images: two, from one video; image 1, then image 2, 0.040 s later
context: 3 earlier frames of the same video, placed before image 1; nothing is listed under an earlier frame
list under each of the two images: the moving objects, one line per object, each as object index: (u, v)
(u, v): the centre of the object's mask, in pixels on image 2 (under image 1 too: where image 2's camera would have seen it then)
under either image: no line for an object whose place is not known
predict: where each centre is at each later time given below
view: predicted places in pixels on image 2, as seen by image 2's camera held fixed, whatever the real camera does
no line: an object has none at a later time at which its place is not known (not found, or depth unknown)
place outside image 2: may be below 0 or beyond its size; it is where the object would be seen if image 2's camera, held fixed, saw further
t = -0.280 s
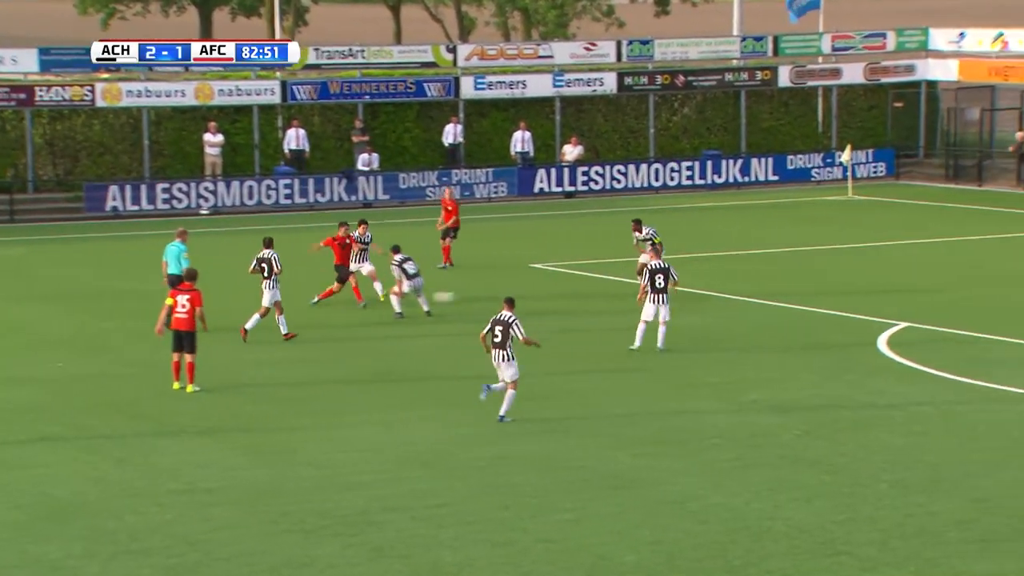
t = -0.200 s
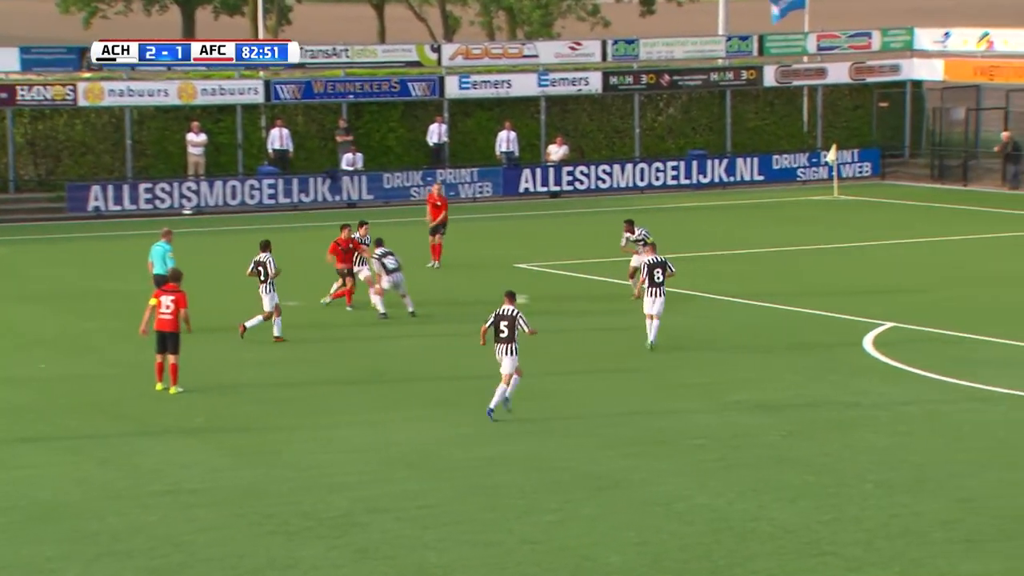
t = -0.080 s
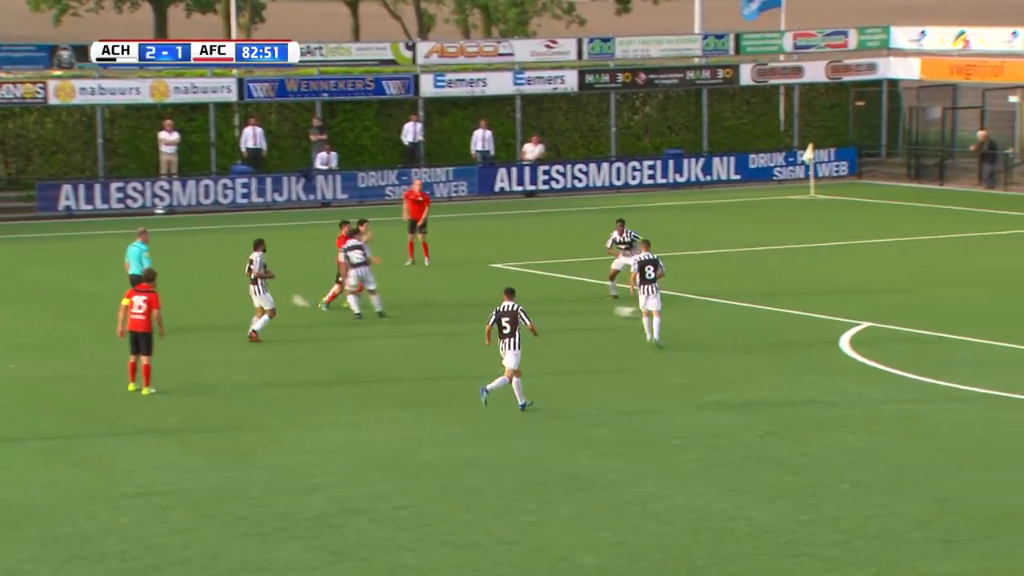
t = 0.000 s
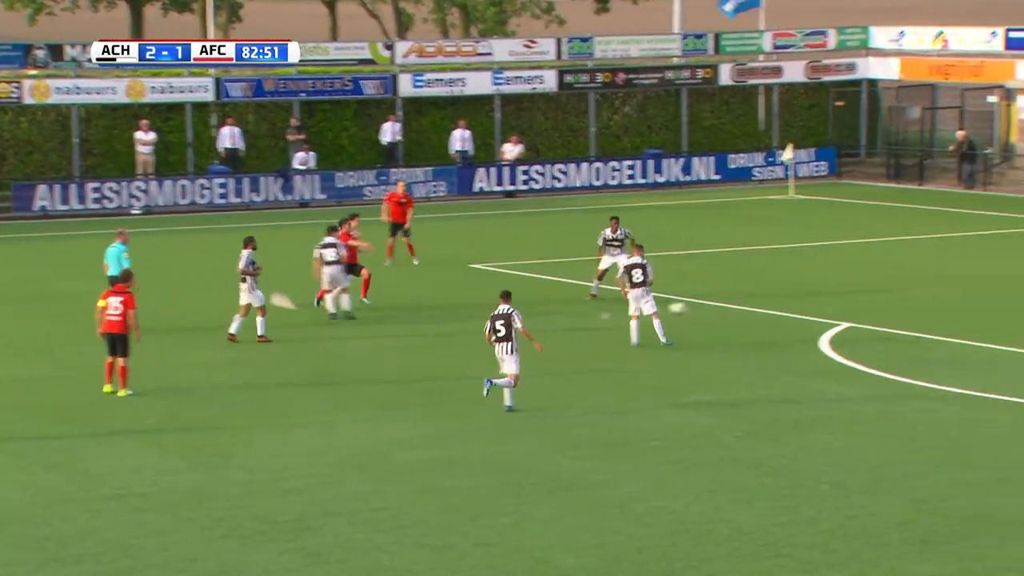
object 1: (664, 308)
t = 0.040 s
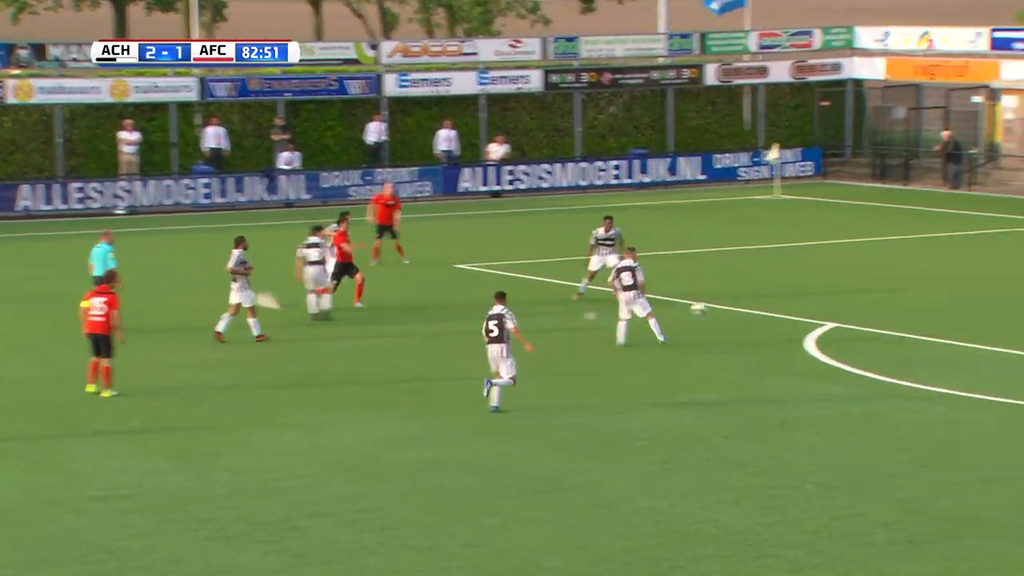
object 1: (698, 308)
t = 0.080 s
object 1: (734, 309)
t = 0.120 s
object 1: (768, 310)
